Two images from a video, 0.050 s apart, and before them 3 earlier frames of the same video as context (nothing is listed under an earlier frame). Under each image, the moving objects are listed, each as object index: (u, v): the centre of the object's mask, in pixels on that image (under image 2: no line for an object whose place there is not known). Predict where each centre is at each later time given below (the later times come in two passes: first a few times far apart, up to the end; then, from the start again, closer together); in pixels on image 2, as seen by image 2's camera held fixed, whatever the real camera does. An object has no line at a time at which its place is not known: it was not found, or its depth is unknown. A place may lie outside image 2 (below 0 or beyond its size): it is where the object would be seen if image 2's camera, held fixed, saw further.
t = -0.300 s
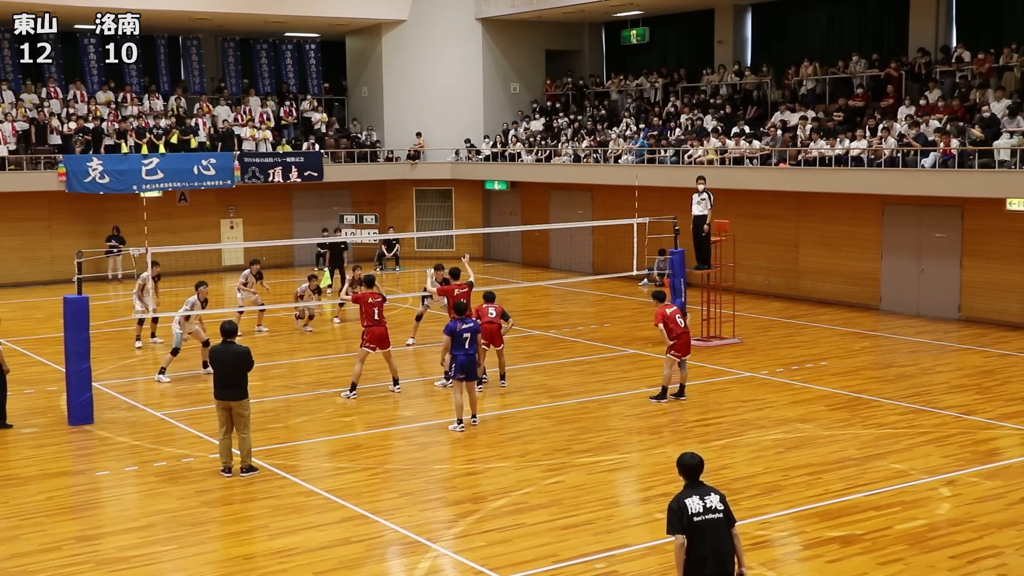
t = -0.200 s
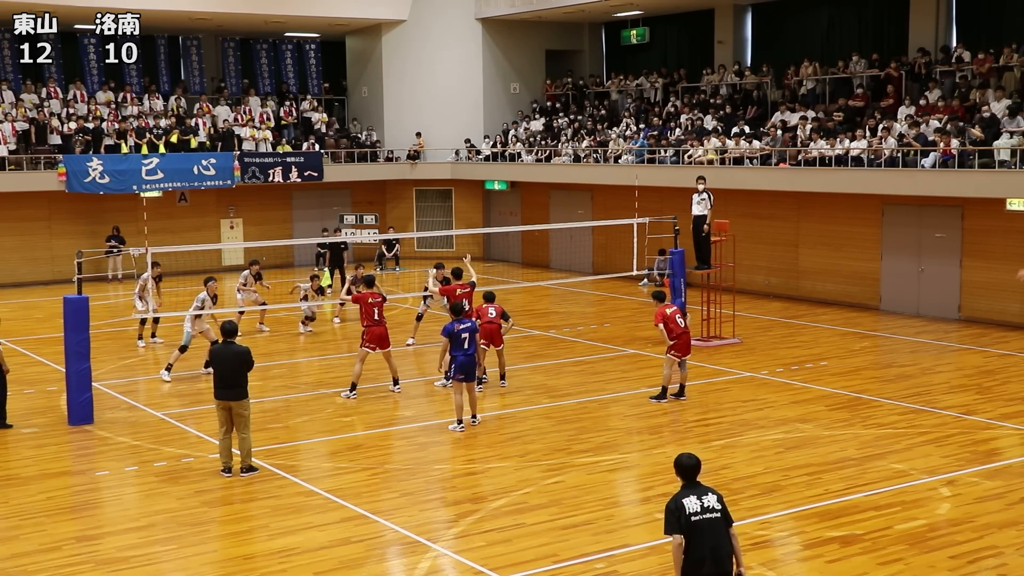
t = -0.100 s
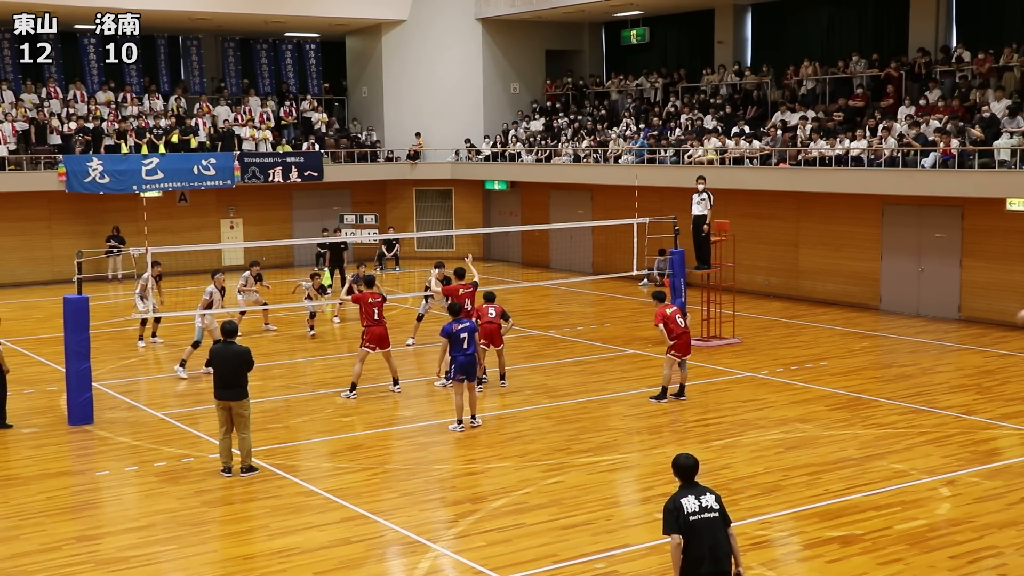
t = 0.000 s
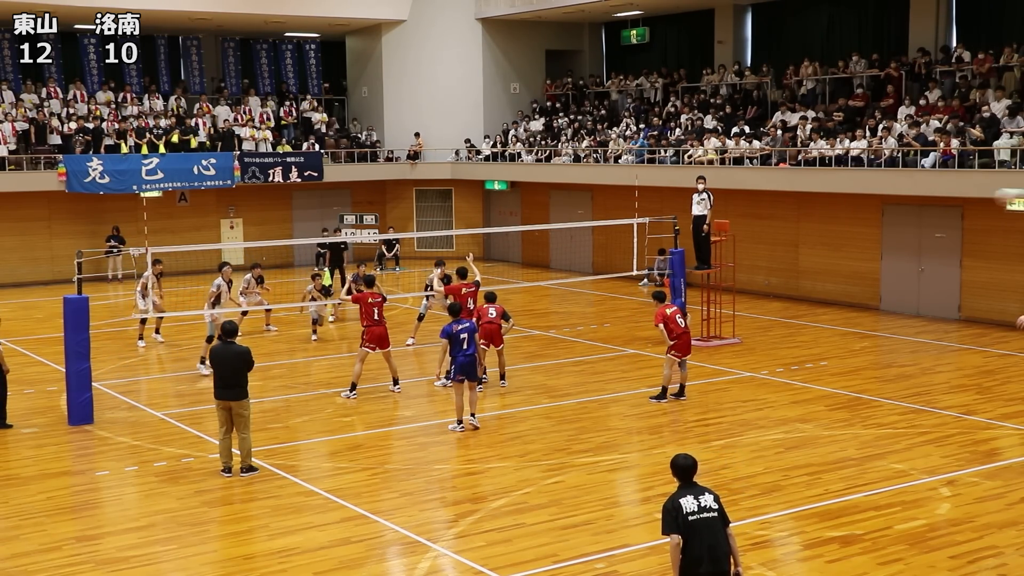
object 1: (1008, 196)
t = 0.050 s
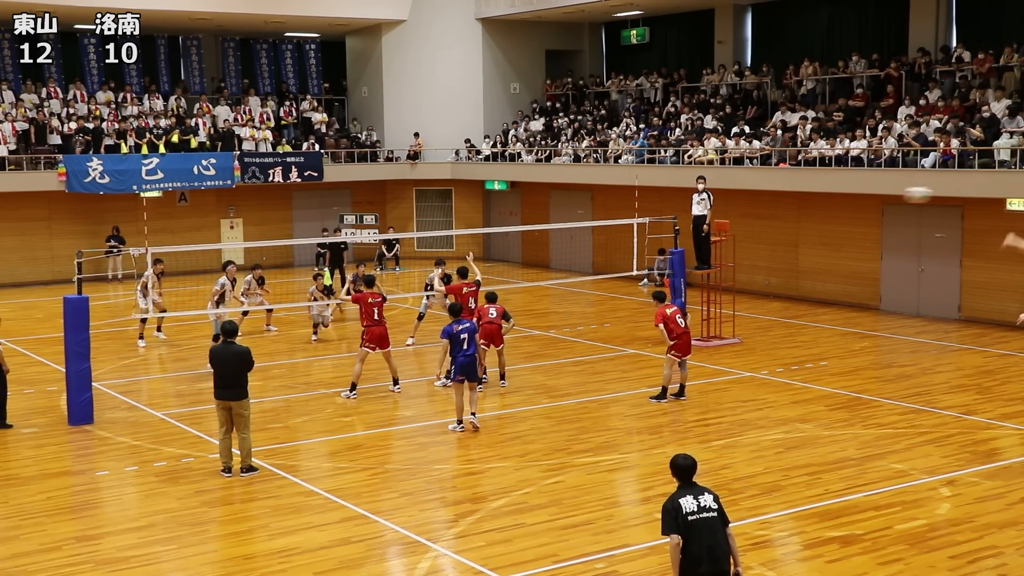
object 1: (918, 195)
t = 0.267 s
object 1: (635, 225)
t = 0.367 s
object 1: (543, 254)
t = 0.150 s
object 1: (769, 201)
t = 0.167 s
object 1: (746, 204)
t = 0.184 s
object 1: (726, 207)
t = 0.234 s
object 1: (669, 216)
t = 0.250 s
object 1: (653, 219)
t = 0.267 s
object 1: (635, 225)
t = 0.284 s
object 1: (617, 229)
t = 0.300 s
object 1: (602, 234)
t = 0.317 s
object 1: (586, 238)
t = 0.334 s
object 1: (572, 243)
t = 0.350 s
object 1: (557, 248)
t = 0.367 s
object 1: (543, 254)
